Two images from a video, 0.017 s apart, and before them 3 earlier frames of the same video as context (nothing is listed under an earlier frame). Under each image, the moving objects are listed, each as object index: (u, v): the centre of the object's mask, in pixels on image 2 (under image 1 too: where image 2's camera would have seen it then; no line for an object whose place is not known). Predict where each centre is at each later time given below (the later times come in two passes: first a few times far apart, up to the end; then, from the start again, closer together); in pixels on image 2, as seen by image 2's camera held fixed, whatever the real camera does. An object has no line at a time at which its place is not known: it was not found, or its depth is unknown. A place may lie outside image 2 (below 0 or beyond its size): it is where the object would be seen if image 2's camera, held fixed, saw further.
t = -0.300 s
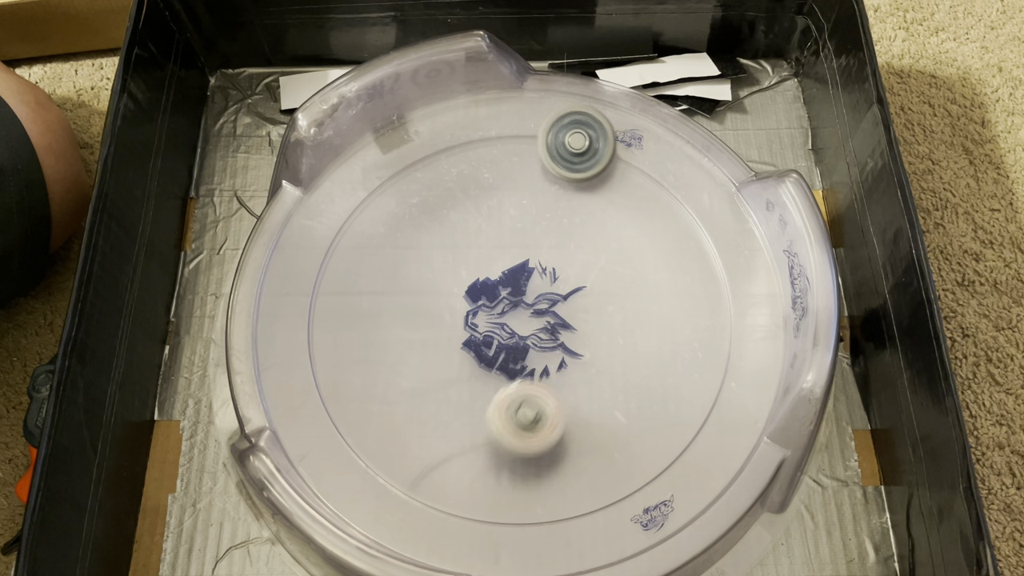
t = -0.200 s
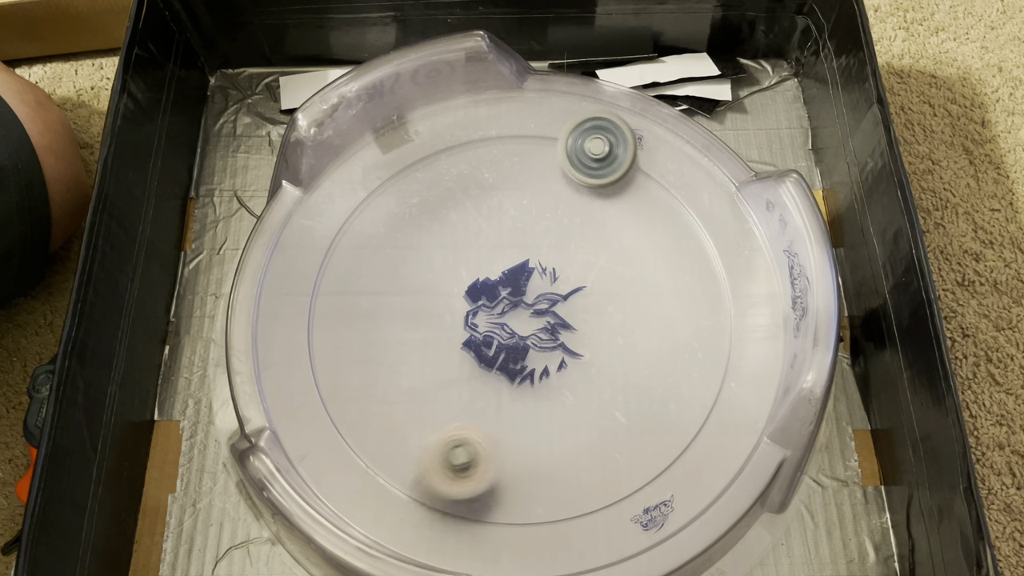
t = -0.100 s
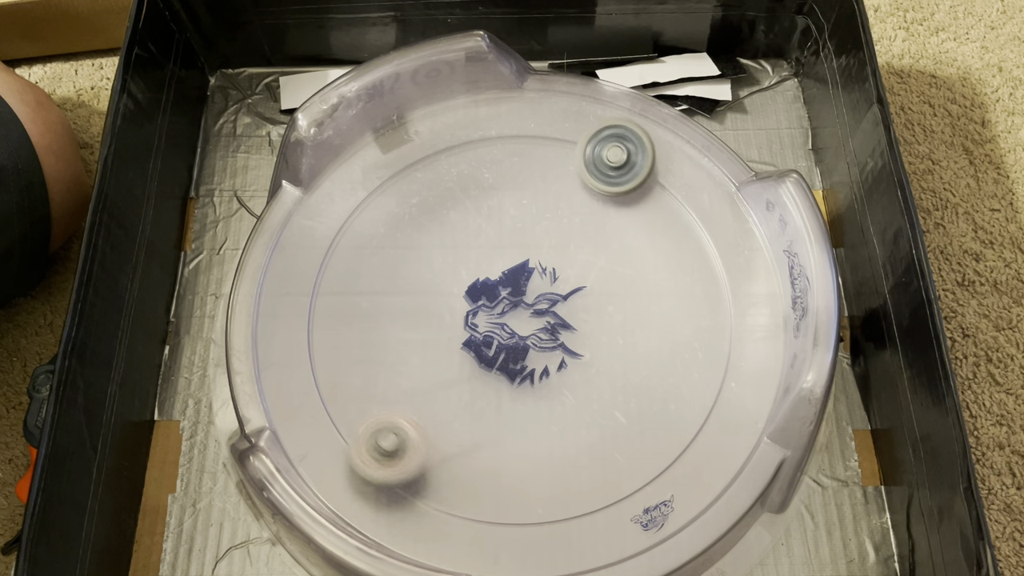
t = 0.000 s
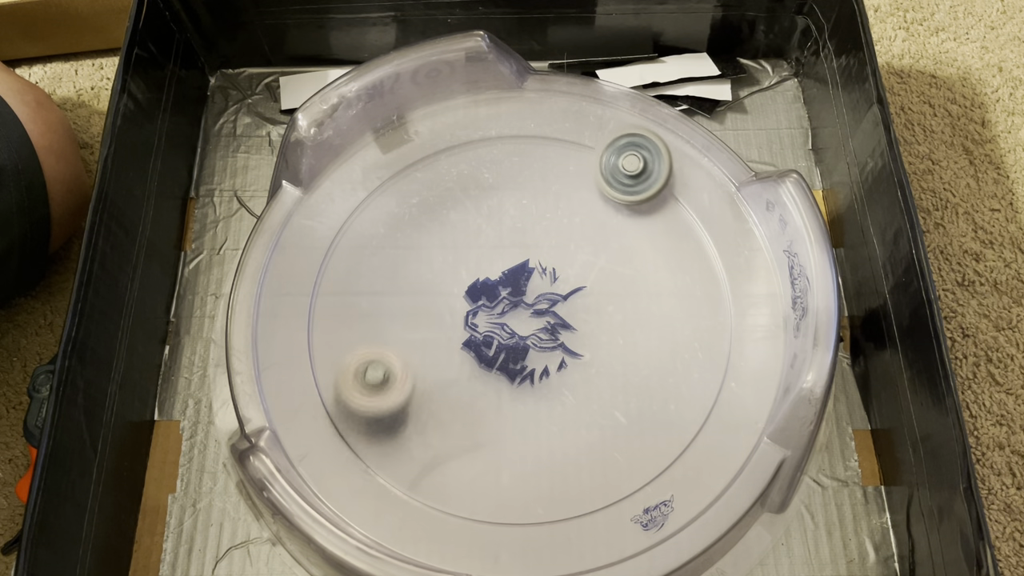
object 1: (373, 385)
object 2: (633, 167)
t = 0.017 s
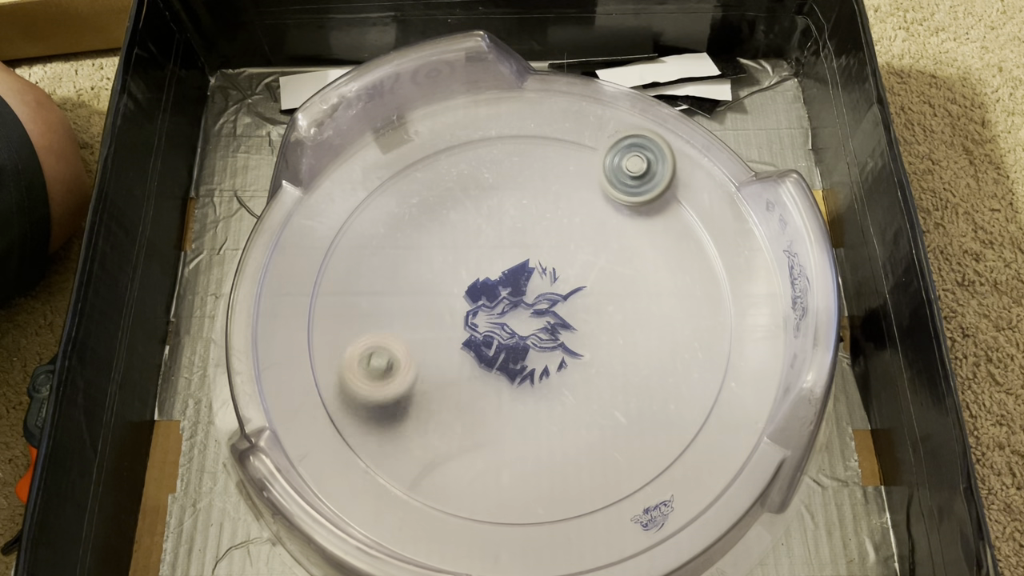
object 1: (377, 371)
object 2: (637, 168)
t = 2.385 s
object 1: (458, 180)
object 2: (382, 456)
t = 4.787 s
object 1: (496, 293)
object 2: (613, 207)
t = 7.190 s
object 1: (457, 241)
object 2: (410, 351)
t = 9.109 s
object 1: (517, 273)
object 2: (620, 311)
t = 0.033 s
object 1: (382, 359)
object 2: (639, 169)
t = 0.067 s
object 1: (398, 335)
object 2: (643, 174)
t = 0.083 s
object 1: (409, 325)
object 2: (646, 175)
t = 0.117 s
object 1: (433, 307)
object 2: (652, 178)
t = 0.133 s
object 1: (446, 300)
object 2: (655, 180)
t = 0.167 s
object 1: (474, 291)
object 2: (658, 184)
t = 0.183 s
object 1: (488, 288)
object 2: (661, 186)
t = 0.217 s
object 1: (518, 286)
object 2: (666, 190)
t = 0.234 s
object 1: (533, 287)
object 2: (666, 192)
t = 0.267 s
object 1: (563, 292)
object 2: (669, 197)
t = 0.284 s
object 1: (577, 296)
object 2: (671, 199)
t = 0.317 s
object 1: (603, 307)
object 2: (676, 204)
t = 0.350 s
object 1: (625, 321)
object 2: (683, 208)
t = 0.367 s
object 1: (636, 331)
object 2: (685, 210)
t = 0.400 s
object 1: (651, 352)
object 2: (688, 215)
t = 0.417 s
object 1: (656, 365)
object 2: (689, 218)
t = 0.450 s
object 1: (663, 388)
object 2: (693, 223)
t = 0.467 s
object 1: (664, 399)
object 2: (694, 225)
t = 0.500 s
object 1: (662, 423)
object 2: (697, 230)
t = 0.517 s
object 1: (659, 435)
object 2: (699, 233)
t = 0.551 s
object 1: (648, 455)
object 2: (701, 239)
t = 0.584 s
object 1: (631, 470)
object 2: (704, 245)
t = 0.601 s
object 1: (619, 474)
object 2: (705, 249)
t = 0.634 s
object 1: (592, 478)
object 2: (706, 255)
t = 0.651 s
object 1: (578, 477)
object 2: (707, 259)
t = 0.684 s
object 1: (554, 467)
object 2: (708, 267)
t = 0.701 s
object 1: (539, 461)
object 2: (709, 271)
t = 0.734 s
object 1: (513, 444)
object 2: (710, 279)
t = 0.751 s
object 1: (503, 434)
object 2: (709, 282)
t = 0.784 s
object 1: (487, 410)
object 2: (709, 290)
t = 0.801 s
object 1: (481, 397)
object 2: (709, 294)
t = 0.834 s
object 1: (474, 370)
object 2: (709, 301)
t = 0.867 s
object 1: (474, 342)
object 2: (708, 308)
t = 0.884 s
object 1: (476, 328)
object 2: (707, 312)
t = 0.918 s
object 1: (484, 301)
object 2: (705, 319)
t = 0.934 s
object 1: (489, 289)
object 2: (705, 323)
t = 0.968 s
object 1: (503, 267)
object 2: (703, 330)
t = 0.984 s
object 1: (511, 256)
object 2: (702, 333)
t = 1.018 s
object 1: (530, 237)
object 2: (699, 341)
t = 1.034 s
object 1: (541, 229)
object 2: (697, 344)
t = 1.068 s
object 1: (563, 216)
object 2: (694, 352)
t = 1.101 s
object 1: (587, 207)
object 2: (690, 359)
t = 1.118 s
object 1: (599, 205)
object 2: (688, 362)
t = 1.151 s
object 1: (625, 204)
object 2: (683, 369)
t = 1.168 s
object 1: (638, 206)
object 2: (681, 372)
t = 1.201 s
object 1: (660, 212)
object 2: (676, 379)
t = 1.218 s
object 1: (670, 216)
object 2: (673, 382)
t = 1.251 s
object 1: (686, 229)
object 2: (667, 388)
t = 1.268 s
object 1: (693, 238)
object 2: (664, 391)
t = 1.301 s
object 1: (701, 257)
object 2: (659, 396)
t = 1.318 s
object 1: (702, 269)
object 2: (656, 399)
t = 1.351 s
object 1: (697, 290)
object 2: (650, 404)
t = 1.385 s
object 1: (685, 311)
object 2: (643, 408)
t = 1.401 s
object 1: (676, 321)
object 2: (640, 410)
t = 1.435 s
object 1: (655, 338)
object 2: (633, 416)
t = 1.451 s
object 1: (649, 326)
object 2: (623, 438)
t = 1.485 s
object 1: (635, 295)
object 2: (604, 474)
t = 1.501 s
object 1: (628, 284)
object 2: (596, 487)
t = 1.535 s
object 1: (615, 262)
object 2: (583, 492)
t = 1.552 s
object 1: (611, 252)
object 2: (575, 491)
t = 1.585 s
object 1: (605, 233)
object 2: (562, 489)
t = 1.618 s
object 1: (602, 215)
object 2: (552, 491)
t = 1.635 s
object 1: (602, 206)
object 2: (548, 494)
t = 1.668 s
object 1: (604, 190)
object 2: (538, 503)
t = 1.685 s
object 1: (605, 181)
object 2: (534, 505)
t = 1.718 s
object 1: (607, 165)
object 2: (531, 497)
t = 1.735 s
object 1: (607, 158)
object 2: (528, 495)
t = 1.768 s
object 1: (608, 151)
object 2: (522, 494)
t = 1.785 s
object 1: (608, 158)
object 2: (517, 495)
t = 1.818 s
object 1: (609, 170)
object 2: (507, 499)
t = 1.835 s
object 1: (609, 175)
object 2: (501, 503)
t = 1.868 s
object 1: (606, 180)
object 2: (496, 502)
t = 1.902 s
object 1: (599, 183)
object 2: (491, 495)
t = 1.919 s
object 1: (594, 184)
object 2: (488, 494)
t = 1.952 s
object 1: (585, 185)
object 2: (478, 494)
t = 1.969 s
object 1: (581, 186)
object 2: (473, 495)
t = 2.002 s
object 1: (574, 191)
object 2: (460, 498)
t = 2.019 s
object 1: (571, 194)
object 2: (456, 497)
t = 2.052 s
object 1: (562, 199)
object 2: (452, 493)
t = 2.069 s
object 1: (557, 202)
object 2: (448, 491)
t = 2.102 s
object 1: (544, 206)
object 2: (438, 489)
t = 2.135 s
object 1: (529, 208)
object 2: (432, 487)
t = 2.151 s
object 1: (522, 209)
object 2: (429, 485)
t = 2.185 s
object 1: (506, 209)
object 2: (422, 481)
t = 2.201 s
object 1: (498, 208)
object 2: (417, 480)
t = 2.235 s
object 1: (484, 205)
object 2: (409, 476)
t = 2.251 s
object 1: (477, 202)
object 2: (407, 474)
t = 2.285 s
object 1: (467, 196)
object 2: (402, 469)
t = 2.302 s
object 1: (463, 192)
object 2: (398, 466)
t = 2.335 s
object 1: (459, 186)
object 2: (390, 462)
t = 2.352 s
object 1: (459, 182)
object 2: (386, 461)
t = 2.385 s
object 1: (458, 180)
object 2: (382, 456)
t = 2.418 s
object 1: (455, 182)
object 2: (378, 450)
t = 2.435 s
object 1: (455, 183)
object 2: (375, 447)
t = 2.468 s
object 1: (455, 187)
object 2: (368, 440)
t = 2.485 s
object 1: (457, 190)
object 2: (365, 438)
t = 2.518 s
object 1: (462, 199)
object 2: (358, 432)
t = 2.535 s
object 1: (464, 205)
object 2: (355, 429)
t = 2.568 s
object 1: (467, 219)
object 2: (350, 423)
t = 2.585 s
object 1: (467, 228)
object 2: (348, 420)
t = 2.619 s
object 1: (463, 245)
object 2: (344, 414)
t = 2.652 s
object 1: (456, 262)
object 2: (341, 408)
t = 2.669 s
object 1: (451, 271)
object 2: (339, 404)
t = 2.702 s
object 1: (439, 285)
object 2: (337, 397)
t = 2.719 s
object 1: (432, 292)
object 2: (335, 393)
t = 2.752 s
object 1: (415, 302)
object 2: (333, 385)
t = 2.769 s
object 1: (407, 306)
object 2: (331, 380)
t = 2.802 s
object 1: (389, 310)
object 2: (329, 371)
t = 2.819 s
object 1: (383, 310)
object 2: (325, 369)
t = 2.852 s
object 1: (389, 293)
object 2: (332, 372)
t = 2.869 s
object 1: (393, 285)
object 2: (339, 371)
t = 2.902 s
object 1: (400, 275)
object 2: (348, 367)
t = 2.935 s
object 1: (414, 269)
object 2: (352, 361)
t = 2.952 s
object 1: (422, 269)
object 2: (353, 357)
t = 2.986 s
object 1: (441, 271)
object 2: (354, 348)
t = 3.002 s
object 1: (451, 274)
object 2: (354, 345)
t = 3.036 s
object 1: (470, 284)
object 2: (354, 336)
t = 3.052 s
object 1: (478, 291)
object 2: (354, 332)
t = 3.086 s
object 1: (491, 306)
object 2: (354, 325)
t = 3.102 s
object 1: (497, 315)
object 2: (354, 321)
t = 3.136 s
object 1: (504, 334)
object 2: (355, 314)
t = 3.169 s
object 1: (506, 352)
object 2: (356, 306)
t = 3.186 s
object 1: (506, 363)
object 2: (356, 302)
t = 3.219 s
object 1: (501, 380)
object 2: (358, 296)
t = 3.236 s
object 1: (498, 387)
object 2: (358, 292)
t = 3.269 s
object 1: (487, 401)
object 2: (360, 286)
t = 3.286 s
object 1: (480, 405)
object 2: (361, 282)
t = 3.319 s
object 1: (464, 412)
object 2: (363, 276)
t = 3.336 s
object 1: (456, 413)
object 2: (364, 273)
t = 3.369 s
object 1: (441, 409)
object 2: (366, 266)
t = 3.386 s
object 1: (434, 405)
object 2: (367, 263)
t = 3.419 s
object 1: (424, 393)
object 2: (370, 258)
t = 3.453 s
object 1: (422, 376)
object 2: (373, 252)
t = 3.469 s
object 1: (424, 369)
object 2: (375, 250)
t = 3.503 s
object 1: (434, 351)
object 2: (378, 245)
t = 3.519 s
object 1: (441, 344)
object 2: (380, 242)
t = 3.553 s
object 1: (458, 332)
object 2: (385, 237)
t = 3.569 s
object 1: (468, 327)
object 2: (387, 234)
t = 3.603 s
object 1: (489, 322)
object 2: (392, 230)
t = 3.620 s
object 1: (499, 321)
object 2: (395, 228)
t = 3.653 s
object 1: (520, 321)
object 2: (401, 225)
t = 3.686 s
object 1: (540, 325)
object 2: (407, 221)
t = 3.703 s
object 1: (551, 329)
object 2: (410, 219)
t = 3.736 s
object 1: (568, 338)
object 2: (416, 216)
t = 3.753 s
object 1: (576, 343)
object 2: (418, 214)
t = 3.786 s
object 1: (587, 356)
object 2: (425, 213)
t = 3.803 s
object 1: (592, 363)
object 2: (427, 211)
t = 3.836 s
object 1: (597, 379)
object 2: (432, 210)
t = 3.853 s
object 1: (598, 386)
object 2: (435, 210)
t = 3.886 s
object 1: (594, 400)
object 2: (441, 209)
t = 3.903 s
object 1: (589, 406)
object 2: (444, 209)
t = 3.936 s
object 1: (576, 415)
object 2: (451, 209)
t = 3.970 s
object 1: (558, 419)
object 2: (459, 208)
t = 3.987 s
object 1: (549, 417)
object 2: (462, 208)
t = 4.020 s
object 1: (533, 409)
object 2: (470, 208)
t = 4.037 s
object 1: (525, 401)
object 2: (475, 208)
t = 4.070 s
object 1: (514, 385)
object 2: (483, 207)
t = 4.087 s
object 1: (511, 376)
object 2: (488, 207)
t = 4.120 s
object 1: (509, 358)
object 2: (498, 207)
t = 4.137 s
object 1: (509, 348)
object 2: (503, 207)
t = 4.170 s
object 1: (513, 328)
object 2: (513, 207)
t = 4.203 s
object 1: (521, 311)
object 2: (523, 207)
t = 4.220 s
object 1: (526, 303)
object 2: (527, 207)
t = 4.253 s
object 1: (539, 289)
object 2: (537, 207)
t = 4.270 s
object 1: (546, 283)
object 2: (541, 207)
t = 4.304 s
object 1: (562, 281)
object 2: (549, 204)
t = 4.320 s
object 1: (572, 291)
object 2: (551, 195)
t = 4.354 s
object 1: (585, 305)
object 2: (556, 185)
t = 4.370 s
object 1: (590, 311)
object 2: (558, 182)
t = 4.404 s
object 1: (597, 324)
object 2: (563, 181)
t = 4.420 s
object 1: (598, 331)
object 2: (565, 181)
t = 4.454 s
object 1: (597, 347)
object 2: (571, 182)
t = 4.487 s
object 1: (590, 360)
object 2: (576, 183)
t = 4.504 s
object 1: (584, 366)
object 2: (579, 184)
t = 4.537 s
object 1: (570, 374)
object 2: (585, 186)
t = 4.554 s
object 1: (561, 376)
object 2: (587, 187)
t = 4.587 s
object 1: (541, 375)
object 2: (592, 189)
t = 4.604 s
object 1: (533, 373)
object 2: (595, 190)
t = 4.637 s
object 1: (517, 365)
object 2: (599, 192)
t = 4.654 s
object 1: (510, 358)
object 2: (601, 194)
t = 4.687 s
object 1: (500, 344)
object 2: (604, 197)
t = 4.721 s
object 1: (494, 327)
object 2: (608, 201)
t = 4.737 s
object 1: (493, 318)
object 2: (609, 202)
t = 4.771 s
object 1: (494, 302)
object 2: (612, 206)
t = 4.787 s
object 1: (496, 293)
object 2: (613, 207)
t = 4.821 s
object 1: (504, 278)
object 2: (615, 212)
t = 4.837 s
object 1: (508, 272)
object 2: (617, 216)
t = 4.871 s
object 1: (522, 261)
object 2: (620, 222)
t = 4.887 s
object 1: (528, 257)
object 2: (621, 225)
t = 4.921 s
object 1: (544, 252)
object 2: (624, 232)
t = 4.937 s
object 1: (548, 252)
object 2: (627, 235)
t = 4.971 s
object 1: (536, 259)
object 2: (641, 235)
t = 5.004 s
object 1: (525, 262)
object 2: (647, 240)
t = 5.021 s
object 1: (518, 263)
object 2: (648, 243)
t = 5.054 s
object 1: (507, 263)
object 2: (649, 249)
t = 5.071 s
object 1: (501, 262)
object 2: (649, 253)
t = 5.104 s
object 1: (492, 260)
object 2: (650, 260)
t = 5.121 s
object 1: (488, 259)
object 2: (650, 263)
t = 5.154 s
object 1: (482, 256)
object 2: (649, 271)
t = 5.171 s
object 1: (479, 254)
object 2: (649, 275)
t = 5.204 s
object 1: (475, 251)
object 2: (649, 282)
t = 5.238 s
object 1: (475, 248)
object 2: (648, 291)
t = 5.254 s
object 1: (475, 246)
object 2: (648, 294)
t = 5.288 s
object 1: (477, 246)
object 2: (647, 303)
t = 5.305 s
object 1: (478, 246)
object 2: (646, 306)
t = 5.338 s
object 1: (479, 248)
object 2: (645, 315)
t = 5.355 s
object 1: (480, 250)
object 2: (645, 319)
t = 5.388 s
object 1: (481, 256)
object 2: (643, 327)
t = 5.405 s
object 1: (481, 259)
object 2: (641, 331)
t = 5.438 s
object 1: (482, 267)
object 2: (640, 339)
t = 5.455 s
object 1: (482, 271)
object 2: (639, 344)
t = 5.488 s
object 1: (482, 280)
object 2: (636, 351)
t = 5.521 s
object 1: (480, 290)
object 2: (633, 359)
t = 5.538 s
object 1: (479, 294)
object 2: (631, 363)
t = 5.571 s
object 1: (475, 304)
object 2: (628, 370)
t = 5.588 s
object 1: (472, 309)
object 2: (626, 374)
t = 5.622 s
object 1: (463, 317)
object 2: (623, 381)
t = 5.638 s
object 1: (459, 320)
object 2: (620, 385)
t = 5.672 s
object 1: (449, 325)
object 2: (616, 392)
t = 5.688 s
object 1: (445, 326)
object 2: (613, 395)
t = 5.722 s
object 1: (438, 327)
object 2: (609, 401)
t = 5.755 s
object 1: (434, 326)
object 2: (603, 407)
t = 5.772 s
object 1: (432, 325)
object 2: (601, 410)
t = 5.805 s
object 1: (432, 323)
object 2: (596, 415)
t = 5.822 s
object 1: (433, 323)
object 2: (593, 418)
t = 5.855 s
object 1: (436, 321)
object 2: (587, 423)
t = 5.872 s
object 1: (438, 320)
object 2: (584, 426)
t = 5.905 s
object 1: (444, 318)
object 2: (578, 430)
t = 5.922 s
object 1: (447, 317)
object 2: (575, 432)
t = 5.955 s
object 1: (455, 317)
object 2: (569, 435)
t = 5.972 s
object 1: (459, 317)
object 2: (565, 436)
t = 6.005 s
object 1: (470, 320)
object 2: (559, 439)
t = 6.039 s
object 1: (481, 325)
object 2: (553, 441)
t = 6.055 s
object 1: (487, 328)
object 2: (550, 441)
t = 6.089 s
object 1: (496, 336)
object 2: (544, 443)
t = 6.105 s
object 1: (500, 342)
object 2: (541, 443)
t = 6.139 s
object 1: (506, 351)
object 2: (535, 445)
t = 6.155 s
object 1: (508, 356)
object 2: (532, 444)
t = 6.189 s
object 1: (511, 367)
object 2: (527, 444)
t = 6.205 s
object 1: (511, 369)
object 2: (524, 447)
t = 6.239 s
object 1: (508, 333)
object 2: (520, 481)
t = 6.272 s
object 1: (509, 304)
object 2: (515, 501)
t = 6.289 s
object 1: (511, 291)
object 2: (512, 507)
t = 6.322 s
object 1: (517, 272)
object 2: (514, 499)
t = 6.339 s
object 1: (522, 266)
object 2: (515, 496)
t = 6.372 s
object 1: (533, 255)
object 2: (512, 491)
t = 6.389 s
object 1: (539, 250)
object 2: (510, 489)
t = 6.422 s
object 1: (552, 242)
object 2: (503, 486)
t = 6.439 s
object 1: (559, 239)
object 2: (500, 486)
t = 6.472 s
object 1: (572, 235)
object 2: (493, 484)
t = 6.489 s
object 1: (579, 233)
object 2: (489, 483)
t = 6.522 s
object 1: (592, 232)
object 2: (481, 480)
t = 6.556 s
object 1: (606, 236)
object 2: (475, 476)
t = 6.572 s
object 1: (612, 240)
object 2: (471, 475)
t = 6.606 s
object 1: (621, 248)
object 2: (465, 470)
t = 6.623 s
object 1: (623, 254)
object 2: (462, 467)
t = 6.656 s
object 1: (625, 268)
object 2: (456, 462)
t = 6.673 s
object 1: (625, 275)
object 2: (453, 459)
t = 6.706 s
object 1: (619, 288)
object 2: (447, 453)
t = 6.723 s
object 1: (614, 294)
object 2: (445, 449)
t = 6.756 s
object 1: (603, 306)
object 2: (441, 443)
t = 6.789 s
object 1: (589, 315)
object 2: (437, 436)
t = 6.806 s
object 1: (581, 318)
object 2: (435, 432)
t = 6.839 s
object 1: (565, 322)
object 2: (432, 425)
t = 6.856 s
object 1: (557, 324)
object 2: (431, 421)
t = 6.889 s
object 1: (539, 325)
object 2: (429, 413)
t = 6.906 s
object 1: (531, 325)
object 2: (428, 409)
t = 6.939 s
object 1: (514, 323)
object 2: (426, 400)
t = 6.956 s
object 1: (506, 322)
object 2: (425, 396)
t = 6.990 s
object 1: (491, 317)
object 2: (424, 387)
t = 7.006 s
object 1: (484, 314)
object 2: (422, 382)
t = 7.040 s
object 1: (470, 307)
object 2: (421, 373)
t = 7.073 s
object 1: (458, 299)
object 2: (419, 364)
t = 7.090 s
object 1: (453, 293)
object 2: (418, 361)
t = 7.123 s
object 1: (453, 271)
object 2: (412, 362)
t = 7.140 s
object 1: (454, 263)
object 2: (410, 360)
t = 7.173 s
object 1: (456, 248)
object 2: (410, 354)
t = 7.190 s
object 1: (457, 241)
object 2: (410, 351)
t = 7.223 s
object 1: (462, 229)
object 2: (410, 344)
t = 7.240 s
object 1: (465, 225)
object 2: (410, 340)
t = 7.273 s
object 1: (474, 216)
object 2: (411, 333)
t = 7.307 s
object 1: (485, 211)
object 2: (411, 326)
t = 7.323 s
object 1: (491, 210)
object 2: (412, 322)
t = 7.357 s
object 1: (504, 211)
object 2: (413, 315)
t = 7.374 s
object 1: (510, 214)
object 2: (413, 311)
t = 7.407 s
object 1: (522, 221)
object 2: (415, 304)
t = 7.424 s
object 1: (526, 225)
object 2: (416, 301)
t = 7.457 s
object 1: (535, 237)
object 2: (417, 294)
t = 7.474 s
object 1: (538, 243)
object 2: (418, 290)
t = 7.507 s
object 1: (542, 257)
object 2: (421, 283)
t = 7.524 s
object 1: (543, 265)
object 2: (422, 280)
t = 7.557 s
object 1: (544, 279)
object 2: (424, 274)
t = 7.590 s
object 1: (542, 294)
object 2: (426, 268)
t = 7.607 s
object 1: (540, 301)
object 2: (428, 265)
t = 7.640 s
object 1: (535, 315)
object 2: (431, 259)
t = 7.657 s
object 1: (532, 321)
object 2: (432, 256)
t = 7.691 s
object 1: (524, 334)
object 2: (436, 251)
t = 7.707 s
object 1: (520, 340)
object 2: (438, 249)
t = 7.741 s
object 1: (510, 350)
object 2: (442, 244)
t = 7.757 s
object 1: (505, 355)
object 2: (444, 242)
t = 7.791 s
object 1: (494, 363)
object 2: (448, 238)
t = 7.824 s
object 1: (481, 370)
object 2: (452, 233)
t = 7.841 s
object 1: (475, 372)
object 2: (455, 232)
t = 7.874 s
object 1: (462, 374)
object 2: (459, 228)
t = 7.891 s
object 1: (455, 374)
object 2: (462, 226)
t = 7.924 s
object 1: (441, 373)
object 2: (467, 223)
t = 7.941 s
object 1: (436, 371)
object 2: (469, 222)
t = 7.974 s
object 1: (425, 364)
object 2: (475, 219)
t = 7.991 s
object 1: (421, 359)
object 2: (477, 218)
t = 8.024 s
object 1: (417, 349)
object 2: (482, 216)
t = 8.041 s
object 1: (417, 343)
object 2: (485, 215)
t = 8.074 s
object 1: (419, 332)
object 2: (491, 214)
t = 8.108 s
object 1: (426, 320)
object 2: (497, 212)
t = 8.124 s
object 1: (431, 316)
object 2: (500, 212)
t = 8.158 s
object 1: (443, 308)
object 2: (505, 212)
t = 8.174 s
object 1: (449, 305)
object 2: (509, 212)
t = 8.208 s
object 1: (463, 301)
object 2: (515, 212)
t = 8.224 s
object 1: (470, 299)
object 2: (518, 212)
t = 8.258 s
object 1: (485, 297)
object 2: (524, 212)
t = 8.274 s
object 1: (493, 297)
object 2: (527, 213)
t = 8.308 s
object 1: (508, 298)
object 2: (533, 214)
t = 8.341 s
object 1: (522, 300)
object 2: (539, 215)
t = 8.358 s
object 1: (528, 302)
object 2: (543, 216)
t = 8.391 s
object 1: (541, 306)
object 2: (549, 218)
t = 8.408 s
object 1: (548, 309)
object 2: (552, 219)
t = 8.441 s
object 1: (560, 315)
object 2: (558, 222)
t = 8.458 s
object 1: (566, 318)
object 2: (561, 223)
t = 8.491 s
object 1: (576, 327)
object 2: (567, 225)
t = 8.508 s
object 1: (580, 331)
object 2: (570, 227)
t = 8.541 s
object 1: (587, 341)
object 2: (576, 230)
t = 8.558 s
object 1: (589, 346)
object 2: (579, 232)
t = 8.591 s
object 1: (592, 357)
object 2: (583, 235)
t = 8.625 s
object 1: (591, 367)
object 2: (588, 238)
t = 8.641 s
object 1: (589, 372)
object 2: (590, 240)
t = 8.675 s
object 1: (582, 380)
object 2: (596, 245)
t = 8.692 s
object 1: (577, 383)
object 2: (597, 246)
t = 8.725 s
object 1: (566, 387)
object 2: (601, 250)
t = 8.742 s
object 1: (560, 387)
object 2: (603, 253)
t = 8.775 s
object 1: (547, 384)
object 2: (607, 258)
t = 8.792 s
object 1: (541, 381)
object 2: (608, 260)
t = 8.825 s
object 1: (530, 373)
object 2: (611, 265)
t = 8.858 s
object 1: (522, 363)
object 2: (614, 270)
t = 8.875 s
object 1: (518, 358)
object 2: (615, 273)
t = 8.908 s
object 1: (512, 346)
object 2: (617, 278)
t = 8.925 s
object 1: (510, 340)
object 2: (618, 281)
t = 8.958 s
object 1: (507, 328)
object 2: (619, 286)
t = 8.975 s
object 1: (507, 321)
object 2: (620, 289)
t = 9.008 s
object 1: (507, 309)
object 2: (620, 294)
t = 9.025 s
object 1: (507, 302)
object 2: (621, 297)
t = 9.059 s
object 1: (510, 290)
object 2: (621, 303)
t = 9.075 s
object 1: (512, 284)
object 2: (621, 306)
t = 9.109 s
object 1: (517, 273)
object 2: (620, 311)
